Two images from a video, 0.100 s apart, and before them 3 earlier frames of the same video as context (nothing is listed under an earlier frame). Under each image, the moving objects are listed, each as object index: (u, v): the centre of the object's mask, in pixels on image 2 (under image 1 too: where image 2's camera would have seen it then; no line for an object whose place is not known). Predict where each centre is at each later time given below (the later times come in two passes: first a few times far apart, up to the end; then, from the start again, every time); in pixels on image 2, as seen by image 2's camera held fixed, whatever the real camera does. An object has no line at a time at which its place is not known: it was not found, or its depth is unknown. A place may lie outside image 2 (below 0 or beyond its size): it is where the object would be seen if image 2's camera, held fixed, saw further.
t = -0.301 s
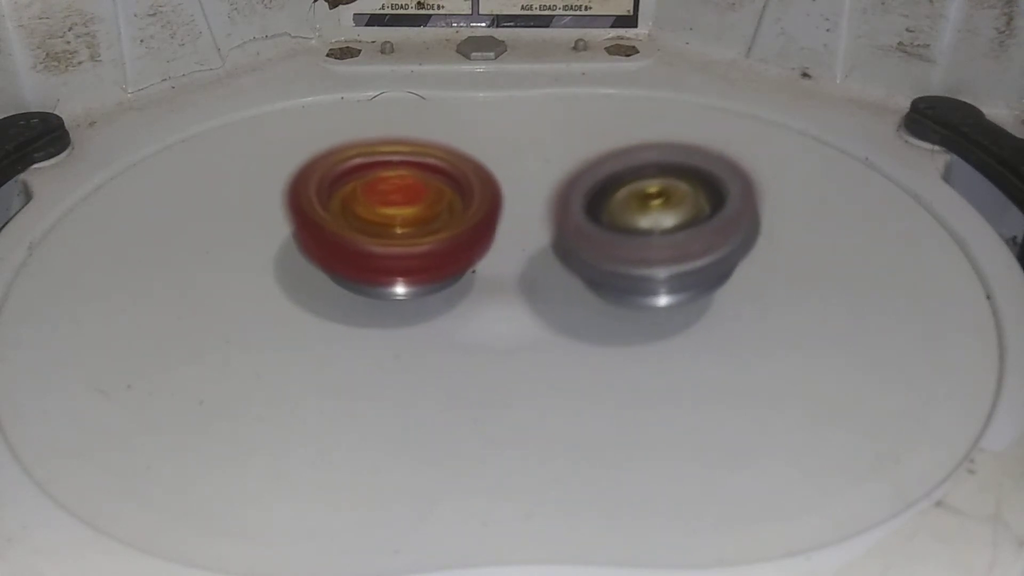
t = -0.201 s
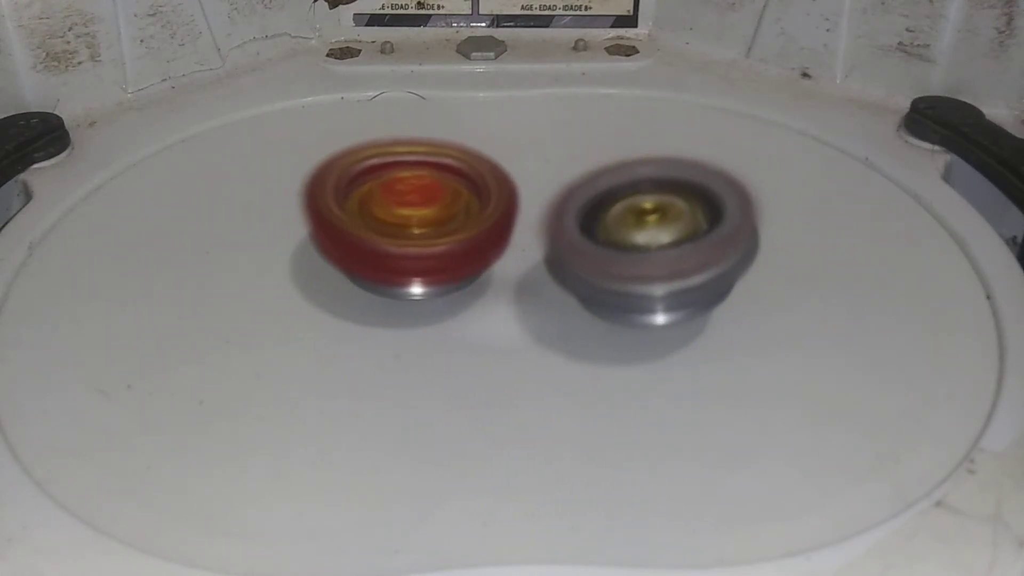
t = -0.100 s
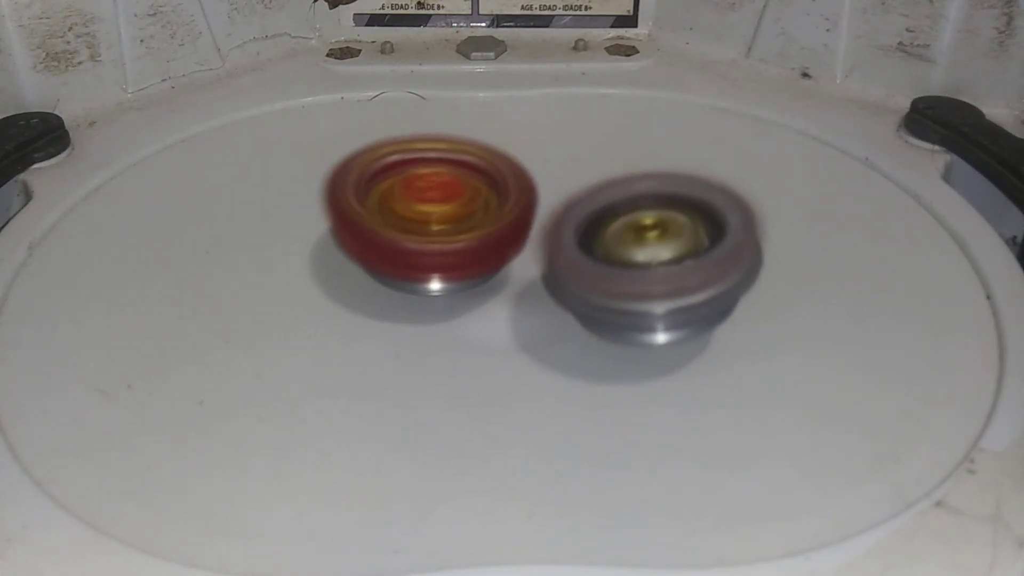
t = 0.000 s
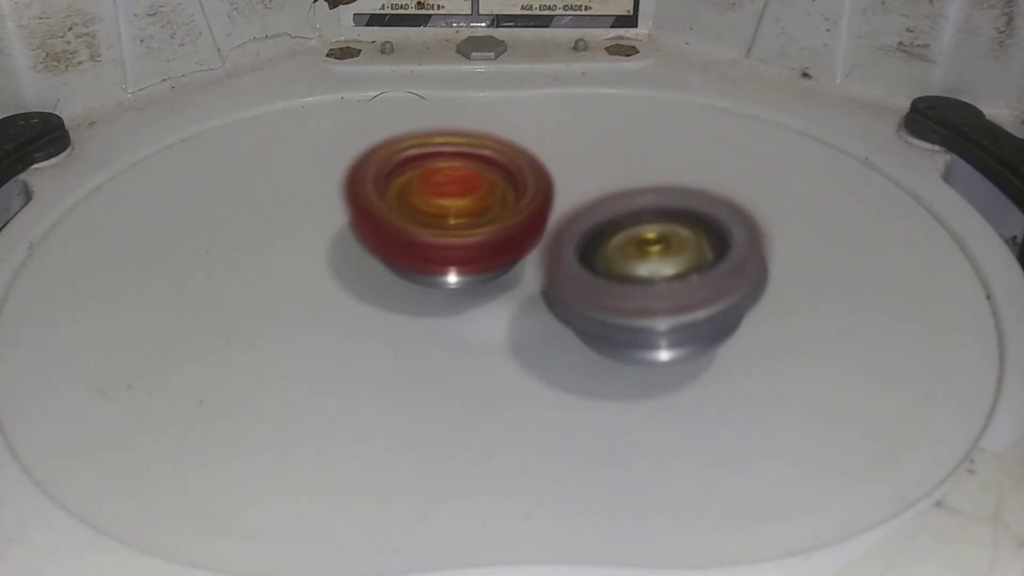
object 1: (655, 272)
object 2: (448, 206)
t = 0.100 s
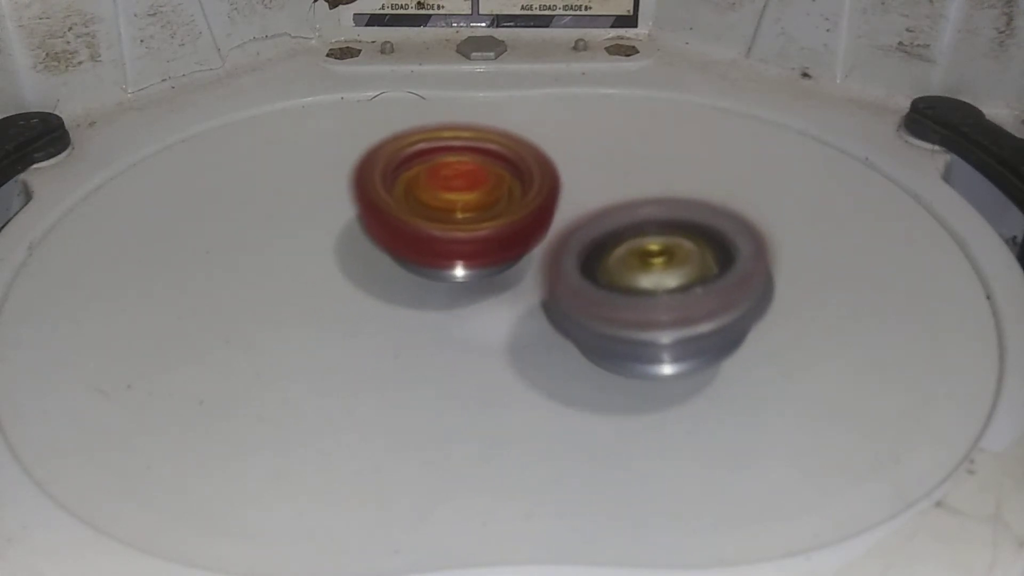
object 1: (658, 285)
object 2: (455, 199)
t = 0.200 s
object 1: (662, 292)
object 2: (456, 193)
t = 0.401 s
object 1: (657, 288)
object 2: (451, 191)
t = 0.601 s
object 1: (630, 294)
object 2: (459, 198)
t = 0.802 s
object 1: (639, 314)
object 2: (460, 193)
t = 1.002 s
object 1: (606, 298)
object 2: (461, 202)
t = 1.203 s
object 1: (633, 320)
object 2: (488, 198)
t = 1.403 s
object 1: (619, 306)
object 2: (496, 188)
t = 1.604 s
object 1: (586, 313)
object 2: (506, 181)
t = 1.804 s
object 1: (552, 316)
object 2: (534, 180)
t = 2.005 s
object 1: (524, 312)
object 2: (576, 179)
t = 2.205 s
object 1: (469, 296)
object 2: (601, 179)
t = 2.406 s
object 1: (405, 285)
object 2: (596, 182)
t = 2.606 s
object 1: (365, 272)
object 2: (600, 199)
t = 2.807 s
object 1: (346, 251)
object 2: (607, 215)
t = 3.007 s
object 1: (342, 223)
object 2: (610, 234)
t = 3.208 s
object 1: (358, 199)
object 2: (614, 252)
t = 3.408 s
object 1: (367, 177)
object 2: (606, 266)
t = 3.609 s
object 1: (404, 171)
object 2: (593, 275)
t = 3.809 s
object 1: (442, 162)
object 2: (572, 280)
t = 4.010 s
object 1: (477, 160)
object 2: (550, 297)
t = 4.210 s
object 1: (455, 162)
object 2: (560, 304)
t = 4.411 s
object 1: (484, 157)
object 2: (546, 292)
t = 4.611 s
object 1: (509, 150)
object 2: (497, 293)
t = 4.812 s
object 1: (530, 151)
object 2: (446, 280)
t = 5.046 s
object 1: (560, 171)
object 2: (390, 270)
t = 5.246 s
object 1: (594, 183)
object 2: (368, 265)
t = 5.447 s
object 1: (620, 192)
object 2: (372, 255)
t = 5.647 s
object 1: (629, 207)
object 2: (402, 238)
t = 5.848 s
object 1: (638, 226)
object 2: (419, 213)
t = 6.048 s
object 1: (630, 246)
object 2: (426, 196)
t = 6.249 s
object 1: (609, 265)
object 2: (433, 188)
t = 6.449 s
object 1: (589, 280)
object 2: (448, 186)
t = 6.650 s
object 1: (569, 294)
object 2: (478, 176)
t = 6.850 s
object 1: (568, 297)
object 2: (513, 172)
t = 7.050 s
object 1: (562, 310)
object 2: (577, 173)
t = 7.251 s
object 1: (567, 304)
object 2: (625, 170)
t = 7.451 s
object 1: (540, 289)
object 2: (650, 174)
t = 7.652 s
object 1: (482, 267)
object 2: (662, 186)
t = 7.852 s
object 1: (446, 248)
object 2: (666, 198)
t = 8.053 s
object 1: (424, 233)
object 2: (650, 218)
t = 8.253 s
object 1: (409, 210)
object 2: (629, 245)
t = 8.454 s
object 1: (416, 193)
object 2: (608, 271)
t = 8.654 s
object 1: (434, 183)
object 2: (584, 293)
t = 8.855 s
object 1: (457, 176)
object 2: (567, 303)
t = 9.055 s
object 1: (481, 171)
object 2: (552, 310)
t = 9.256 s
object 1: (503, 164)
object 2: (530, 309)
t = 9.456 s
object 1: (548, 152)
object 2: (475, 297)
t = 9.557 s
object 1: (564, 157)
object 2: (443, 283)
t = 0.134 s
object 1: (660, 288)
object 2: (456, 197)
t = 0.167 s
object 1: (661, 290)
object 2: (457, 195)
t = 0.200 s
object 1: (662, 292)
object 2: (456, 193)
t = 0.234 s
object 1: (663, 293)
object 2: (455, 192)
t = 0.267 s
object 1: (664, 293)
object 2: (454, 190)
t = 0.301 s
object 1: (664, 292)
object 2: (453, 190)
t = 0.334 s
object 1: (662, 291)
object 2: (452, 190)
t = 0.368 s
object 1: (660, 290)
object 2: (451, 190)
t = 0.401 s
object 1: (657, 288)
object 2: (451, 191)
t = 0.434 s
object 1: (653, 286)
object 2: (452, 193)
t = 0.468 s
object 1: (647, 284)
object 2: (454, 195)
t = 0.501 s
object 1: (639, 283)
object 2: (457, 198)
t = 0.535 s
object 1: (629, 282)
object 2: (459, 200)
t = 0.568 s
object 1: (626, 286)
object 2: (459, 200)
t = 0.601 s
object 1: (630, 294)
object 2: (459, 198)
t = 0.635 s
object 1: (636, 300)
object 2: (461, 196)
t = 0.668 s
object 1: (639, 306)
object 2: (462, 194)
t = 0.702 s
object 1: (641, 312)
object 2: (461, 193)
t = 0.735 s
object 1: (640, 314)
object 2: (461, 193)
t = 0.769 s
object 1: (640, 314)
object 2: (460, 193)
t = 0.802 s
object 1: (639, 314)
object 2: (460, 193)
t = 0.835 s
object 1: (636, 312)
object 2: (460, 194)
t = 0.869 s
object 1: (633, 309)
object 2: (462, 195)
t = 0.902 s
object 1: (629, 306)
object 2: (464, 197)
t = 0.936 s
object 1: (622, 302)
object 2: (467, 198)
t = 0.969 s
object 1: (613, 299)
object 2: (466, 199)
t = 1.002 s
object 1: (606, 298)
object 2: (461, 202)
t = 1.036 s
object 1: (607, 301)
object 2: (455, 204)
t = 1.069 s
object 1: (609, 303)
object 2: (455, 208)
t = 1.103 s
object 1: (613, 309)
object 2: (465, 208)
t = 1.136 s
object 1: (620, 315)
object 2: (482, 202)
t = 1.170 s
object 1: (627, 318)
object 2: (488, 199)
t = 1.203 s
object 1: (633, 320)
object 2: (488, 198)
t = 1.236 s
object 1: (637, 320)
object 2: (489, 197)
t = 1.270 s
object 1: (638, 318)
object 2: (490, 194)
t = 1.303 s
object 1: (638, 317)
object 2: (493, 193)
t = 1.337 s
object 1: (634, 314)
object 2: (494, 192)
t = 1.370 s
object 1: (628, 310)
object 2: (496, 190)
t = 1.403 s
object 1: (619, 306)
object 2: (496, 188)
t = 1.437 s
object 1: (608, 302)
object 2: (497, 186)
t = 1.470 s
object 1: (596, 300)
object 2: (499, 184)
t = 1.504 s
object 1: (591, 306)
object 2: (502, 182)
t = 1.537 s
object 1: (588, 310)
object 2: (504, 181)
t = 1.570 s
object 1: (587, 311)
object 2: (505, 181)
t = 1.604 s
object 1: (586, 313)
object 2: (506, 181)
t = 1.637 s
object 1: (584, 313)
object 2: (507, 181)
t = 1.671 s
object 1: (579, 313)
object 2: (510, 181)
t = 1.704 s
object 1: (573, 312)
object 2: (513, 181)
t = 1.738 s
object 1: (565, 310)
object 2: (517, 181)
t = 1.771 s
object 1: (557, 313)
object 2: (525, 181)
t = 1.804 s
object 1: (552, 316)
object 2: (534, 180)
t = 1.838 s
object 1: (546, 318)
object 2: (542, 181)
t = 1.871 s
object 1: (542, 318)
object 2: (549, 181)
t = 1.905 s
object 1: (538, 317)
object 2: (556, 180)
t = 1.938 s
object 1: (534, 316)
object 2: (563, 180)
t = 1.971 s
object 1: (529, 314)
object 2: (569, 180)
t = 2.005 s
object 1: (524, 312)
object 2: (576, 179)
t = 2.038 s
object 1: (518, 309)
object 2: (581, 178)
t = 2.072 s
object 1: (510, 305)
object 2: (587, 178)
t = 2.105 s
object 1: (500, 303)
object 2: (592, 178)
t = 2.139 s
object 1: (490, 300)
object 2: (596, 179)
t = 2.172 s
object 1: (479, 298)
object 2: (600, 179)
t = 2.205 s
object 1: (469, 296)
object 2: (601, 179)
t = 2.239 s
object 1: (456, 294)
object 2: (601, 179)
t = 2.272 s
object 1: (444, 292)
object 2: (601, 179)
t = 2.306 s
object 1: (434, 290)
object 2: (601, 178)
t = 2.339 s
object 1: (423, 288)
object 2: (600, 179)
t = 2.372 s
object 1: (414, 287)
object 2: (598, 180)
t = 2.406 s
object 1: (405, 285)
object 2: (596, 182)
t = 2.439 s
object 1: (397, 283)
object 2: (595, 184)
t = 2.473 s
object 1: (391, 282)
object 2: (595, 187)
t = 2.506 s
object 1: (384, 279)
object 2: (595, 190)
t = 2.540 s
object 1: (377, 277)
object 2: (597, 193)
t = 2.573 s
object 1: (370, 275)
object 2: (599, 196)
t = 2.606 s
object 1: (365, 272)
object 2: (600, 199)
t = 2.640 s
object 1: (360, 270)
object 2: (601, 202)
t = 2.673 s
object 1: (356, 267)
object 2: (603, 205)
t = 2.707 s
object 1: (352, 264)
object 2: (603, 207)
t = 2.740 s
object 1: (348, 260)
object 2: (605, 210)
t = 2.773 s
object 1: (347, 256)
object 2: (606, 213)
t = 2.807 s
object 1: (346, 251)
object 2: (607, 215)
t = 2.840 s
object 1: (346, 247)
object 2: (608, 218)
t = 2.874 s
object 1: (347, 242)
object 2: (609, 221)
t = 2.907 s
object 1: (347, 237)
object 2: (609, 224)
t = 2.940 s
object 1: (346, 232)
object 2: (609, 228)
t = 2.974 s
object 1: (344, 228)
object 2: (609, 231)
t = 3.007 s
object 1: (342, 223)
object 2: (610, 234)
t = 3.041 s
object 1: (341, 218)
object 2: (610, 238)
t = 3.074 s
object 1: (342, 214)
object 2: (611, 241)
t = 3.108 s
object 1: (346, 210)
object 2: (613, 245)
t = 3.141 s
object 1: (349, 206)
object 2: (613, 247)
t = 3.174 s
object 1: (354, 202)
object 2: (614, 250)
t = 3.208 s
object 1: (358, 199)
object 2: (614, 252)
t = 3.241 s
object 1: (361, 196)
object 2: (613, 255)
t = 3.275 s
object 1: (361, 193)
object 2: (612, 257)
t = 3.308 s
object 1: (361, 190)
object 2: (610, 260)
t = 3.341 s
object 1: (361, 186)
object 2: (608, 262)
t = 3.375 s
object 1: (363, 182)
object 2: (607, 264)
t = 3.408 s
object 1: (367, 177)
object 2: (606, 266)
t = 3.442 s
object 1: (372, 173)
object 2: (603, 268)
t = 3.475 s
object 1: (377, 170)
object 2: (602, 269)
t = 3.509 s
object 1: (384, 170)
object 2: (600, 271)
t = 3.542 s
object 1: (391, 170)
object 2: (598, 272)
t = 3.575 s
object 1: (398, 171)
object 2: (596, 274)
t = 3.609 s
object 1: (404, 171)
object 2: (593, 275)
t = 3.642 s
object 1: (407, 171)
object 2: (590, 276)
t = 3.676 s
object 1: (411, 171)
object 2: (586, 277)
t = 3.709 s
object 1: (415, 169)
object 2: (583, 278)
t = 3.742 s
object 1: (422, 166)
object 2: (580, 278)
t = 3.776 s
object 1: (432, 163)
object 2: (576, 279)
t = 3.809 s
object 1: (442, 162)
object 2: (572, 280)
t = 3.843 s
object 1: (451, 162)
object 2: (568, 281)
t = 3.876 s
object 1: (459, 162)
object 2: (565, 283)
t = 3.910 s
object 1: (467, 161)
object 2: (560, 285)
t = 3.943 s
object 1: (474, 160)
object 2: (555, 288)
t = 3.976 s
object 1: (477, 160)
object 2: (551, 292)
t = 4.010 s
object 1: (477, 160)
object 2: (550, 297)
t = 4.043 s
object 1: (473, 162)
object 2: (551, 300)
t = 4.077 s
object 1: (469, 163)
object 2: (552, 303)
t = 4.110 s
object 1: (463, 163)
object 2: (554, 304)
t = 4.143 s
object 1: (459, 162)
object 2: (556, 305)
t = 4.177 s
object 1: (456, 161)
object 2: (559, 305)
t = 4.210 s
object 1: (455, 162)
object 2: (560, 304)
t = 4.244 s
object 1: (457, 163)
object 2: (562, 302)
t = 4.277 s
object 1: (460, 165)
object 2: (564, 300)
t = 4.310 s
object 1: (462, 167)
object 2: (564, 297)
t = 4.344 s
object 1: (466, 167)
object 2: (561, 293)
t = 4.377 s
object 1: (474, 163)
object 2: (554, 292)
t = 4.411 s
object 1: (484, 157)
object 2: (546, 292)
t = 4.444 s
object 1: (493, 154)
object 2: (538, 291)
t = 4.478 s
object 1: (500, 154)
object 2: (530, 291)
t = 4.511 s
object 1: (505, 152)
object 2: (520, 292)
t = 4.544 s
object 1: (509, 151)
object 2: (512, 293)
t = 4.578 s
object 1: (510, 151)
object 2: (505, 293)
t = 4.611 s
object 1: (509, 150)
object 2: (497, 293)
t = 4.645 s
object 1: (508, 149)
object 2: (490, 292)
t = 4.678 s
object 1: (508, 148)
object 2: (481, 289)
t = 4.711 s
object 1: (512, 147)
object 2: (472, 287)
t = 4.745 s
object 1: (517, 148)
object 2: (463, 284)
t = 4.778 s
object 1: (523, 149)
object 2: (455, 282)
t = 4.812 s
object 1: (530, 151)
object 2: (446, 280)
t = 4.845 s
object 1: (536, 154)
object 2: (437, 278)
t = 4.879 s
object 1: (541, 157)
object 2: (427, 276)
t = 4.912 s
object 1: (545, 159)
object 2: (418, 274)
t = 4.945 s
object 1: (548, 163)
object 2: (410, 273)
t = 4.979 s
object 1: (551, 166)
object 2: (402, 272)
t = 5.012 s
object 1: (555, 169)
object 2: (396, 271)
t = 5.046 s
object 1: (560, 171)
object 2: (390, 270)
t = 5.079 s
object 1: (566, 174)
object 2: (385, 269)
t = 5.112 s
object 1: (571, 175)
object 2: (380, 269)
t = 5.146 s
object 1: (577, 177)
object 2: (376, 268)
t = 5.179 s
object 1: (583, 179)
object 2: (373, 267)
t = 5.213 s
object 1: (589, 181)
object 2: (370, 266)
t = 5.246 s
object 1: (594, 183)
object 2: (368, 265)
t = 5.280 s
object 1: (599, 184)
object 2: (367, 264)
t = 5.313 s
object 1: (603, 186)
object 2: (366, 263)
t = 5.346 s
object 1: (608, 187)
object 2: (366, 262)
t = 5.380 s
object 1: (612, 188)
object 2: (367, 260)
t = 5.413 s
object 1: (616, 190)
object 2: (369, 258)
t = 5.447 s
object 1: (620, 192)
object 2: (372, 255)
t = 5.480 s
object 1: (623, 194)
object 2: (376, 253)
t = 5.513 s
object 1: (624, 196)
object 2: (381, 250)
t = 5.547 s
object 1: (625, 198)
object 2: (386, 248)
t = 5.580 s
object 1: (626, 201)
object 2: (391, 245)
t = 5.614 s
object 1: (628, 203)
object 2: (396, 241)
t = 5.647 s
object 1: (629, 207)
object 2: (402, 238)
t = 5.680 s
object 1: (629, 211)
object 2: (406, 234)
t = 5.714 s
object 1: (630, 214)
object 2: (411, 230)
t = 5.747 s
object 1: (635, 217)
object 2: (413, 226)
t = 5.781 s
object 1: (638, 221)
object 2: (415, 222)
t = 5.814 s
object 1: (639, 223)
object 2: (417, 217)
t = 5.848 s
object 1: (638, 226)
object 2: (419, 213)
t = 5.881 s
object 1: (637, 228)
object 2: (421, 210)
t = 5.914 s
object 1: (636, 231)
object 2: (422, 207)
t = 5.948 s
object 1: (635, 235)
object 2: (423, 203)
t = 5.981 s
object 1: (634, 238)
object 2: (424, 201)
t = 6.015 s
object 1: (632, 242)
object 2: (425, 199)
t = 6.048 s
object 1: (630, 246)
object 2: (426, 196)
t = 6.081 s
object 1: (627, 250)
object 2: (427, 195)
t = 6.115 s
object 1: (623, 252)
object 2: (428, 193)
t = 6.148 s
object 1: (620, 256)
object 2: (429, 191)
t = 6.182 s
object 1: (617, 258)
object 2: (430, 190)
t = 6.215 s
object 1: (614, 261)
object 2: (432, 189)
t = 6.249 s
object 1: (609, 265)
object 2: (433, 188)
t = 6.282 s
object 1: (606, 268)
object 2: (435, 187)
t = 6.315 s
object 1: (602, 272)
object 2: (436, 187)
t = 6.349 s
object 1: (599, 275)
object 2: (439, 187)
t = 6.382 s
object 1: (595, 276)
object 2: (442, 186)
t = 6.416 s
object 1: (592, 278)
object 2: (445, 186)
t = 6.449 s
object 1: (589, 280)
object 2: (448, 186)
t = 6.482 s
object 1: (584, 284)
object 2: (452, 185)
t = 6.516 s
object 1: (579, 285)
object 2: (456, 183)
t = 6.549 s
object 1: (575, 289)
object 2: (462, 181)
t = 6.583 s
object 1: (571, 290)
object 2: (467, 179)
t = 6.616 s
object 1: (569, 292)
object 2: (472, 178)
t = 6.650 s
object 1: (569, 294)
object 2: (478, 176)
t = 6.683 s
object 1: (569, 296)
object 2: (484, 175)
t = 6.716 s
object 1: (570, 296)
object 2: (488, 174)
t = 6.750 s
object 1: (571, 295)
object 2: (492, 173)
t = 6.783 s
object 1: (572, 293)
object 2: (498, 172)
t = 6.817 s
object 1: (571, 296)
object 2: (505, 172)
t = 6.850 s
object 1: (568, 297)
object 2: (513, 172)
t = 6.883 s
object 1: (564, 300)
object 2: (522, 172)
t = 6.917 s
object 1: (563, 302)
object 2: (532, 172)
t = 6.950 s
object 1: (563, 304)
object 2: (543, 173)
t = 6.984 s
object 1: (561, 307)
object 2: (555, 172)
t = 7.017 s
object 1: (560, 310)
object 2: (567, 174)
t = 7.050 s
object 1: (562, 310)
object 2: (577, 173)
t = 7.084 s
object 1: (563, 310)
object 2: (587, 173)
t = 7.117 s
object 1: (564, 310)
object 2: (597, 173)
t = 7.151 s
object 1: (567, 309)
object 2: (605, 172)
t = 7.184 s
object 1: (567, 307)
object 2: (613, 171)
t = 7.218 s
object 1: (567, 306)
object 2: (619, 171)
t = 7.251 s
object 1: (567, 304)
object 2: (625, 170)
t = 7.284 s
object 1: (565, 303)
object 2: (631, 171)
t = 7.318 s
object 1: (562, 300)
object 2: (637, 170)
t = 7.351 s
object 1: (557, 299)
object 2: (640, 172)
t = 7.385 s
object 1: (552, 296)
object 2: (644, 172)
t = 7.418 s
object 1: (546, 293)
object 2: (647, 173)
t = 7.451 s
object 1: (540, 289)
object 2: (650, 174)
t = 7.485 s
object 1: (533, 286)
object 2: (652, 176)
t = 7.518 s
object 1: (529, 281)
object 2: (654, 177)
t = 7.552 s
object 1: (522, 277)
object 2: (655, 178)
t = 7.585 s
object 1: (510, 275)
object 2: (656, 181)
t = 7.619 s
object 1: (496, 270)
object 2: (658, 184)
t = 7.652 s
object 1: (482, 267)
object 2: (662, 186)
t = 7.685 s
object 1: (473, 263)
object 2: (664, 187)
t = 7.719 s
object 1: (468, 259)
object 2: (666, 189)
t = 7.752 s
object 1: (463, 256)
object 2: (667, 191)
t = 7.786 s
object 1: (457, 252)
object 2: (667, 193)
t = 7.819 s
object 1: (451, 250)
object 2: (667, 196)
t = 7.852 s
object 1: (446, 248)
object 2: (666, 198)
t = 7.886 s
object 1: (441, 246)
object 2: (665, 201)
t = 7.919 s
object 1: (438, 243)
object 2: (663, 204)
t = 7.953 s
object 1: (435, 241)
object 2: (661, 207)
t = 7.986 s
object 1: (431, 238)
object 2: (658, 211)
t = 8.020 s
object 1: (429, 235)
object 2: (654, 215)
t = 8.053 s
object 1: (424, 233)
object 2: (650, 218)
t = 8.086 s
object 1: (421, 229)
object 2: (645, 223)
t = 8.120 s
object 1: (416, 226)
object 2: (640, 227)
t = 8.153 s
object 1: (412, 222)
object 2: (637, 231)
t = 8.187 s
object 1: (409, 217)
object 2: (634, 236)
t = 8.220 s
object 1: (408, 213)
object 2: (632, 241)
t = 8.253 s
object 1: (409, 210)
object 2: (629, 245)
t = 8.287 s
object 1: (410, 207)
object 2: (627, 250)
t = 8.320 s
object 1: (410, 204)
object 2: (623, 254)
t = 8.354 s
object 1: (411, 201)
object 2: (620, 258)
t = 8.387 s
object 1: (412, 199)
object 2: (616, 262)
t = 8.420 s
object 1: (413, 196)
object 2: (612, 267)
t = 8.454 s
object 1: (416, 193)
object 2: (608, 271)
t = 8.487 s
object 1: (418, 191)
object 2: (604, 275)
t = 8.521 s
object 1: (421, 189)
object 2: (600, 280)
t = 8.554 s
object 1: (424, 187)
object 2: (595, 284)
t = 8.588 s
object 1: (427, 186)
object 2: (591, 287)
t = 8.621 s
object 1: (430, 184)
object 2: (587, 291)
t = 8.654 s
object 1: (434, 183)
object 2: (584, 293)
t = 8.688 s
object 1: (437, 181)
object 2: (581, 295)
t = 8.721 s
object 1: (440, 181)
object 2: (578, 297)
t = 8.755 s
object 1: (445, 179)
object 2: (575, 298)
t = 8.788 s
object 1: (449, 178)
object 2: (572, 300)
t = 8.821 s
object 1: (453, 177)
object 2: (570, 302)
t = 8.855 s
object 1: (457, 176)
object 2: (567, 303)
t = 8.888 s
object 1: (462, 175)
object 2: (565, 305)
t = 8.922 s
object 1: (465, 174)
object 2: (562, 306)
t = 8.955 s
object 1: (470, 173)
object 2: (560, 308)
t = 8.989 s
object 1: (473, 172)
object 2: (558, 308)
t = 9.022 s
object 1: (477, 171)
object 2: (555, 309)
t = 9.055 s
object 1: (481, 171)
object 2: (552, 310)
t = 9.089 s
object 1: (484, 170)
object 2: (548, 310)
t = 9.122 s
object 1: (487, 169)
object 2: (544, 310)
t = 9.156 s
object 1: (492, 168)
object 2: (540, 311)
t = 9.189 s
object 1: (496, 166)
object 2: (536, 311)
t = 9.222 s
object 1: (500, 164)
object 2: (533, 310)
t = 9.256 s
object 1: (503, 164)
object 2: (530, 309)
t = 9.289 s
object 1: (507, 164)
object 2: (525, 307)
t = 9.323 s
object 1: (518, 162)
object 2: (514, 307)
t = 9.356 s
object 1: (529, 156)
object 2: (504, 306)
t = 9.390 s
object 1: (537, 152)
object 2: (495, 304)
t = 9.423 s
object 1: (543, 152)
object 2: (485, 301)
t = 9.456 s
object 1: (548, 152)
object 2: (475, 297)
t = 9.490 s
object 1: (554, 153)
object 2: (465, 292)
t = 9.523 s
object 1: (559, 155)
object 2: (454, 288)
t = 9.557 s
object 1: (564, 157)
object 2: (443, 283)
